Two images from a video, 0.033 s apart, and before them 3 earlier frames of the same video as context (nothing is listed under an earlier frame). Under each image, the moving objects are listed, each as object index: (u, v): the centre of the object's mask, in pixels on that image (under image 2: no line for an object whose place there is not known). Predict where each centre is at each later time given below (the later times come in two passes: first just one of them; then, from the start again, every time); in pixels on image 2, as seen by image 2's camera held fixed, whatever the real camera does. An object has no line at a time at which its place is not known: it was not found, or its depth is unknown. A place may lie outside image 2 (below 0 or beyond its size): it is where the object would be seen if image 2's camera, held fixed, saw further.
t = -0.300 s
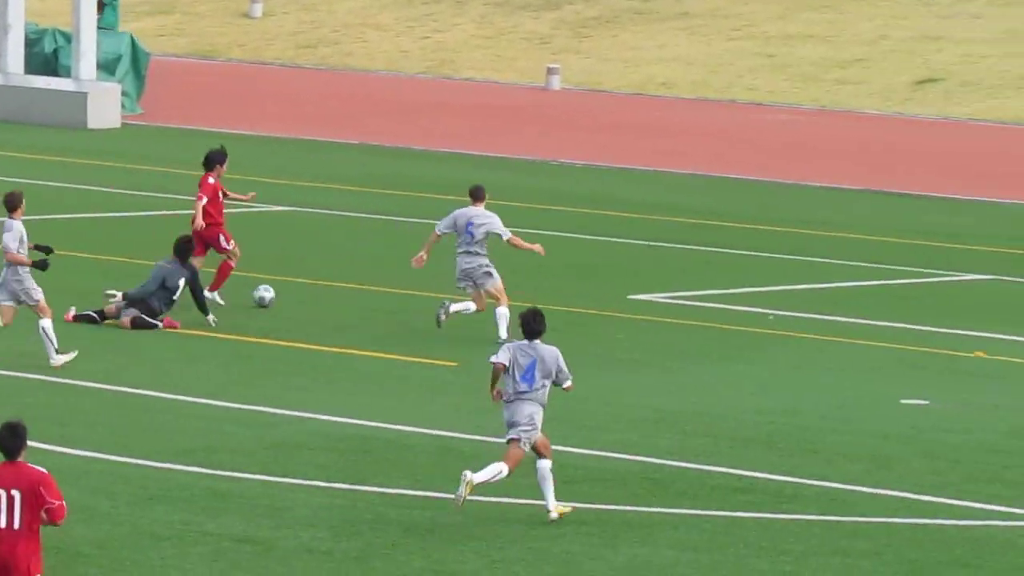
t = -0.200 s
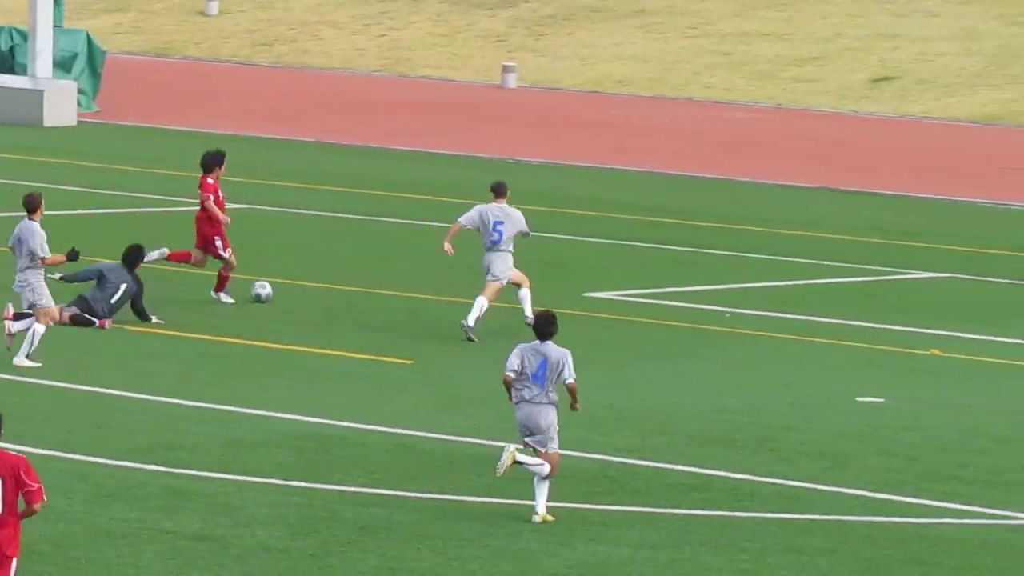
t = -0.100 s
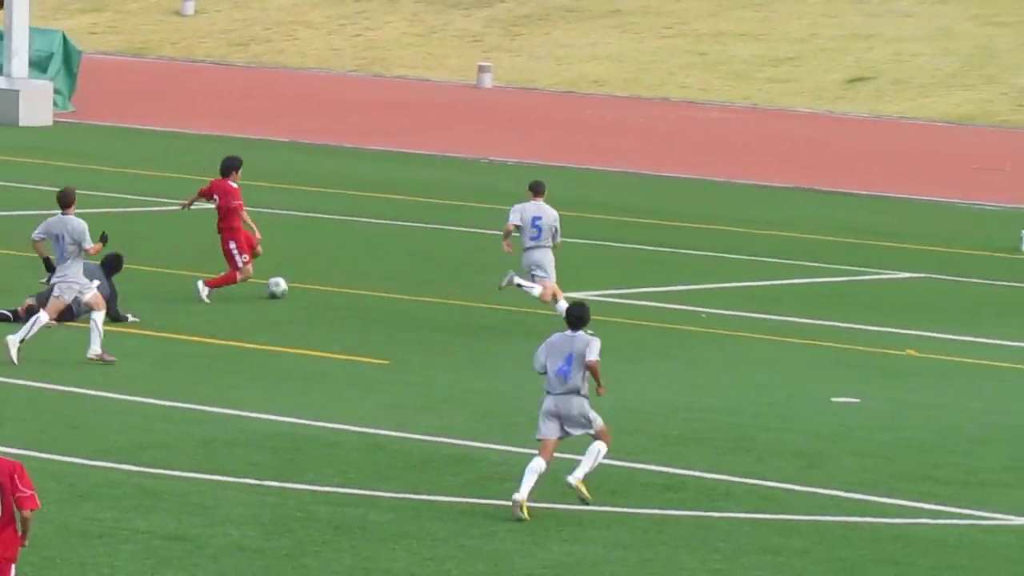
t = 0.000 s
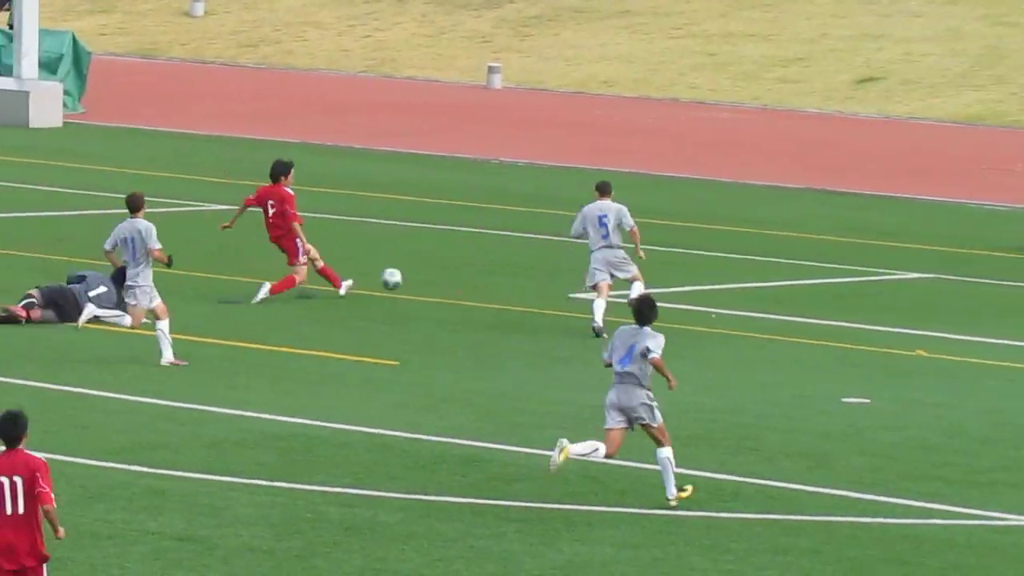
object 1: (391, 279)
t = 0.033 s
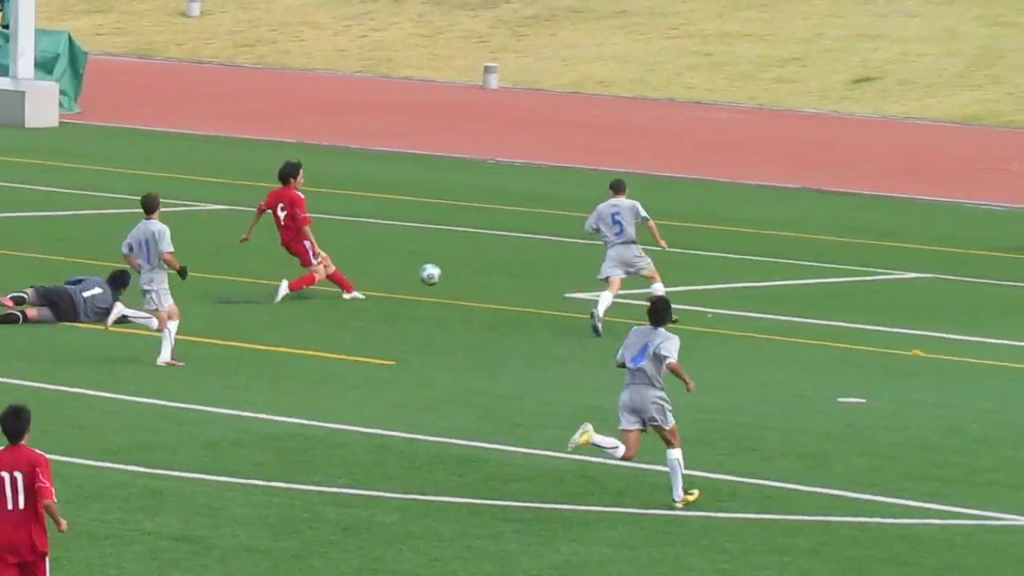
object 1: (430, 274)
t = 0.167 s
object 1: (596, 271)
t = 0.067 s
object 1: (472, 272)
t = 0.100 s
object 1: (513, 270)
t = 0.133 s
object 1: (556, 270)
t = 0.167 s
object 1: (596, 271)
